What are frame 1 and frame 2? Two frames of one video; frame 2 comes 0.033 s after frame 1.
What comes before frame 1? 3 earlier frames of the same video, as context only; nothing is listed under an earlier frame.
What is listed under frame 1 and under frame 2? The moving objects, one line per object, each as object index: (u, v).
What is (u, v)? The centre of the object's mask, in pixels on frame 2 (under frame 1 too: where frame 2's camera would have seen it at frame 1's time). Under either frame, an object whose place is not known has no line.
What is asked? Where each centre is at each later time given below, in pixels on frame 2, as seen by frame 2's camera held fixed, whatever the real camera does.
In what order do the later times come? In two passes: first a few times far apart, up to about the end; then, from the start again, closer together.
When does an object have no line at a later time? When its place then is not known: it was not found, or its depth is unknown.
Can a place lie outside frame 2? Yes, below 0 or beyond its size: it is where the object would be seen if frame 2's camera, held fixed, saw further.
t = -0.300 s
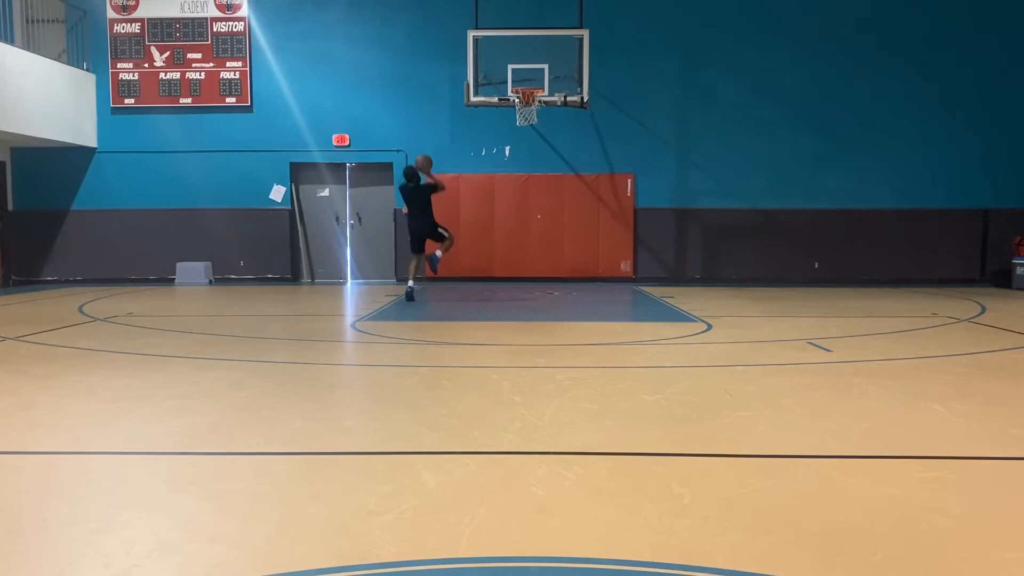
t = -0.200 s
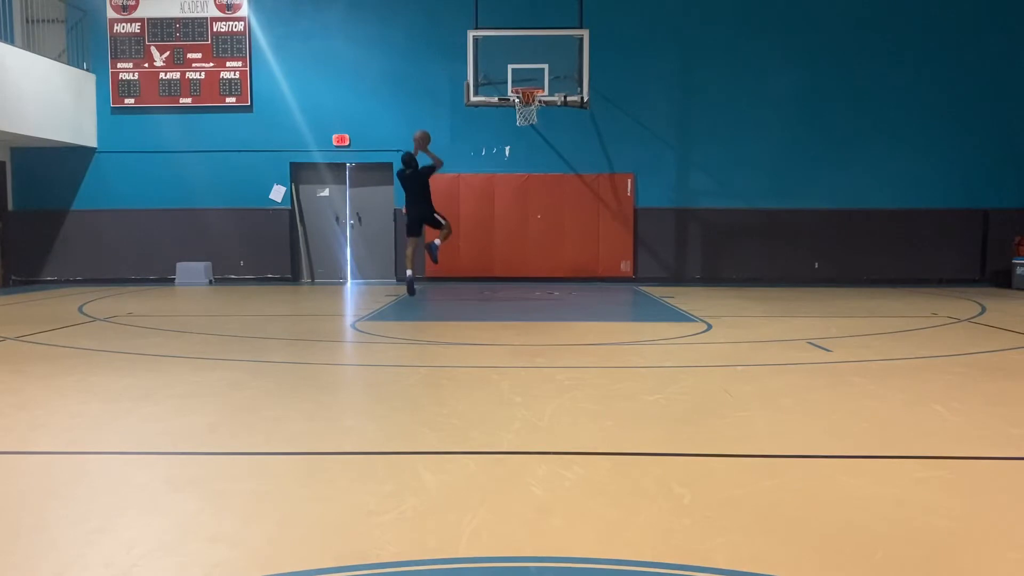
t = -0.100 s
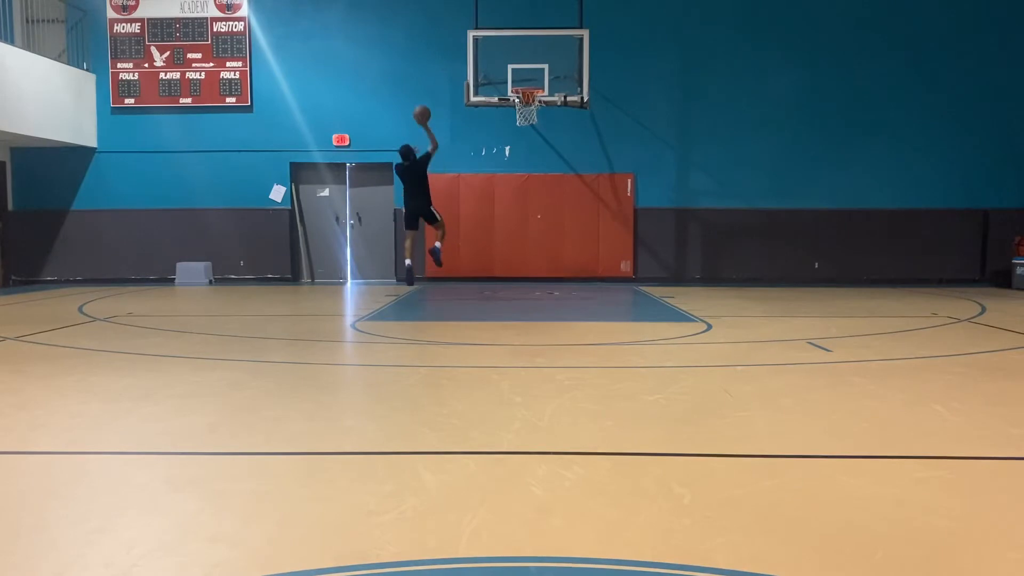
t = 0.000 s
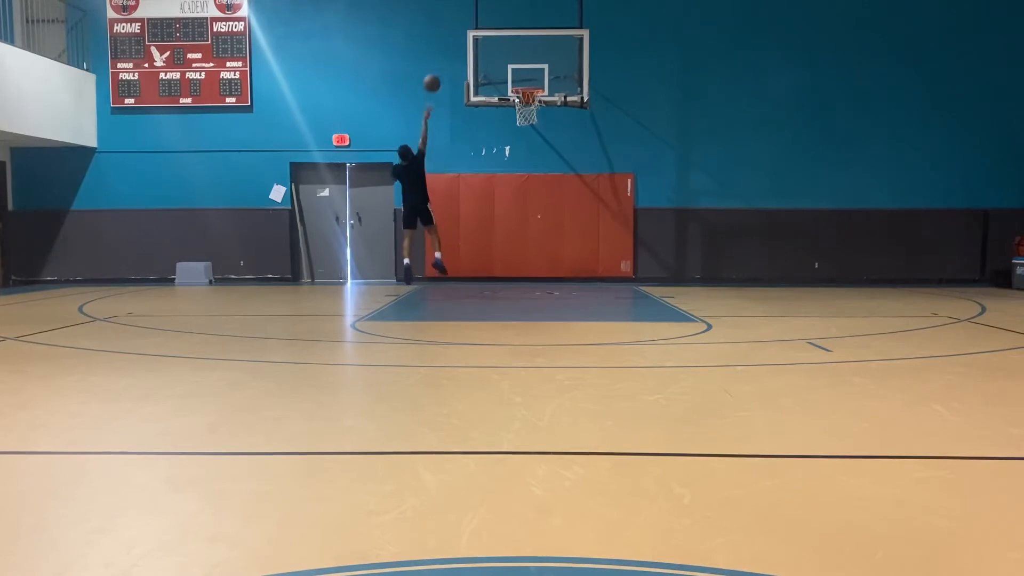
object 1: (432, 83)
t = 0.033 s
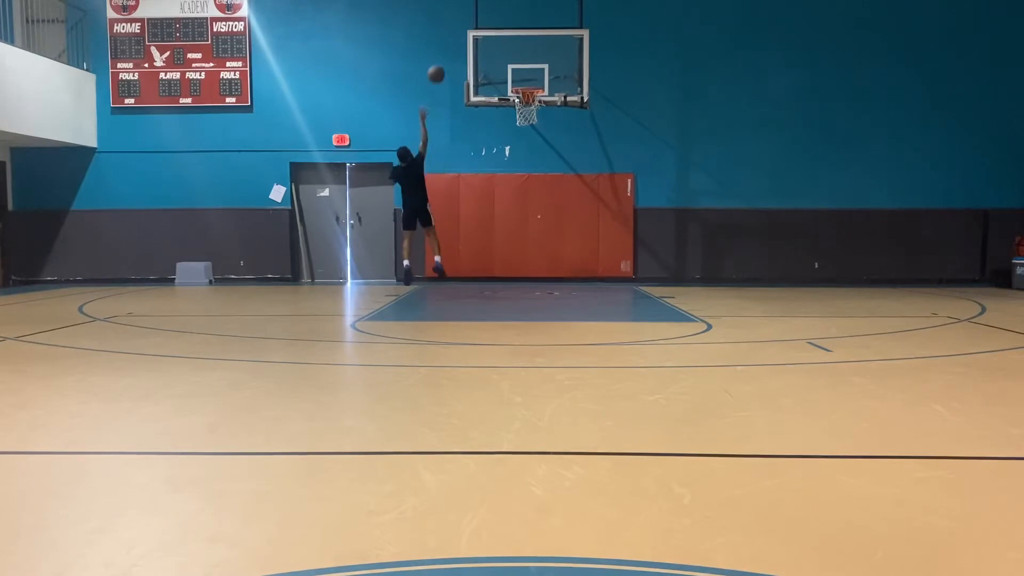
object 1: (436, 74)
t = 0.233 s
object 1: (461, 40)
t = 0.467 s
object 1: (489, 37)
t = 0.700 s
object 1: (515, 71)
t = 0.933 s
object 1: (535, 125)
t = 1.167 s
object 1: (546, 189)
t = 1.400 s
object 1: (558, 284)
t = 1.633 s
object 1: (556, 220)
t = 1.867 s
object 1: (553, 187)
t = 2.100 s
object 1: (551, 188)
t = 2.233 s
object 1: (550, 205)
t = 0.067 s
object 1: (440, 66)
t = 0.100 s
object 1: (444, 59)
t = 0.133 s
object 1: (449, 53)
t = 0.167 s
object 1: (453, 48)
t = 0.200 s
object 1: (457, 43)
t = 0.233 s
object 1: (461, 40)
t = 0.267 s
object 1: (465, 37)
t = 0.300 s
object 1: (469, 35)
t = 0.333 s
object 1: (473, 34)
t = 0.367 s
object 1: (477, 34)
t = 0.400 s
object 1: (481, 34)
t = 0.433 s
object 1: (485, 35)
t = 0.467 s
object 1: (489, 37)
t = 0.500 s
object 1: (493, 39)
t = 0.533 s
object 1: (497, 43)
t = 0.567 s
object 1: (500, 47)
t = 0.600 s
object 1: (504, 52)
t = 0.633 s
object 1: (508, 58)
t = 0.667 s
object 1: (512, 64)
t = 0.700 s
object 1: (515, 71)
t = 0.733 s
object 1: (519, 79)
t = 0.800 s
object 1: (527, 97)
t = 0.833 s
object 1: (529, 101)
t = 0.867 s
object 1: (534, 114)
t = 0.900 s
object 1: (534, 119)
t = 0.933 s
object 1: (535, 125)
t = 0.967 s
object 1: (537, 132)
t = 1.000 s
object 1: (538, 140)
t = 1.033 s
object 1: (540, 149)
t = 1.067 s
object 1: (541, 158)
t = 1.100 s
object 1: (543, 168)
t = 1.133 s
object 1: (545, 178)
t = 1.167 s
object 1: (546, 189)
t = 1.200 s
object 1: (548, 200)
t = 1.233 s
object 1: (550, 213)
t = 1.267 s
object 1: (552, 226)
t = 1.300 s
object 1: (553, 239)
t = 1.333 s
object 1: (555, 254)
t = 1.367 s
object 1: (557, 269)
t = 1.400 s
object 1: (558, 284)
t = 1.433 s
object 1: (558, 275)
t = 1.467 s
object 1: (557, 264)
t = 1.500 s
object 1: (557, 254)
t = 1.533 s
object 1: (557, 245)
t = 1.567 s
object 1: (557, 236)
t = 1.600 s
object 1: (556, 227)
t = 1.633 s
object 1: (556, 220)
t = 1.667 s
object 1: (556, 213)
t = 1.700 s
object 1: (555, 207)
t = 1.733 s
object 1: (555, 201)
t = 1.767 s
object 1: (555, 196)
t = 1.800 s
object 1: (554, 192)
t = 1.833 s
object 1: (554, 189)
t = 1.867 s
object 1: (553, 187)
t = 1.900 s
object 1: (553, 185)
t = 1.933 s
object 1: (553, 184)
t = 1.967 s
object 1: (553, 184)
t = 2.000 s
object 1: (552, 184)
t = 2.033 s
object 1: (552, 184)
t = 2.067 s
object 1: (552, 186)
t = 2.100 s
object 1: (551, 188)
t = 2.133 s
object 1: (551, 191)
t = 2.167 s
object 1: (551, 195)
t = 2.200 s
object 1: (550, 200)
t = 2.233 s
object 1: (550, 205)
